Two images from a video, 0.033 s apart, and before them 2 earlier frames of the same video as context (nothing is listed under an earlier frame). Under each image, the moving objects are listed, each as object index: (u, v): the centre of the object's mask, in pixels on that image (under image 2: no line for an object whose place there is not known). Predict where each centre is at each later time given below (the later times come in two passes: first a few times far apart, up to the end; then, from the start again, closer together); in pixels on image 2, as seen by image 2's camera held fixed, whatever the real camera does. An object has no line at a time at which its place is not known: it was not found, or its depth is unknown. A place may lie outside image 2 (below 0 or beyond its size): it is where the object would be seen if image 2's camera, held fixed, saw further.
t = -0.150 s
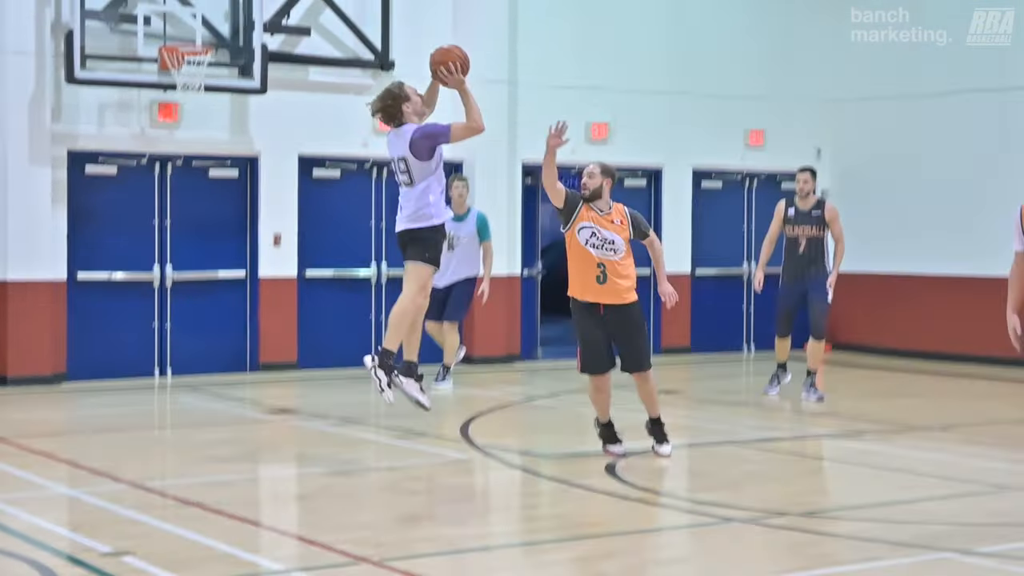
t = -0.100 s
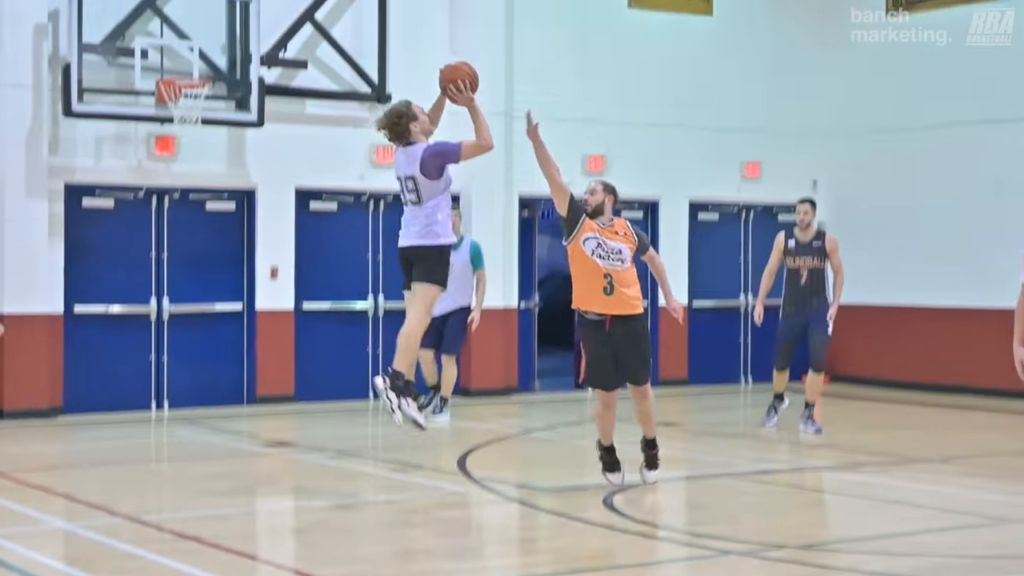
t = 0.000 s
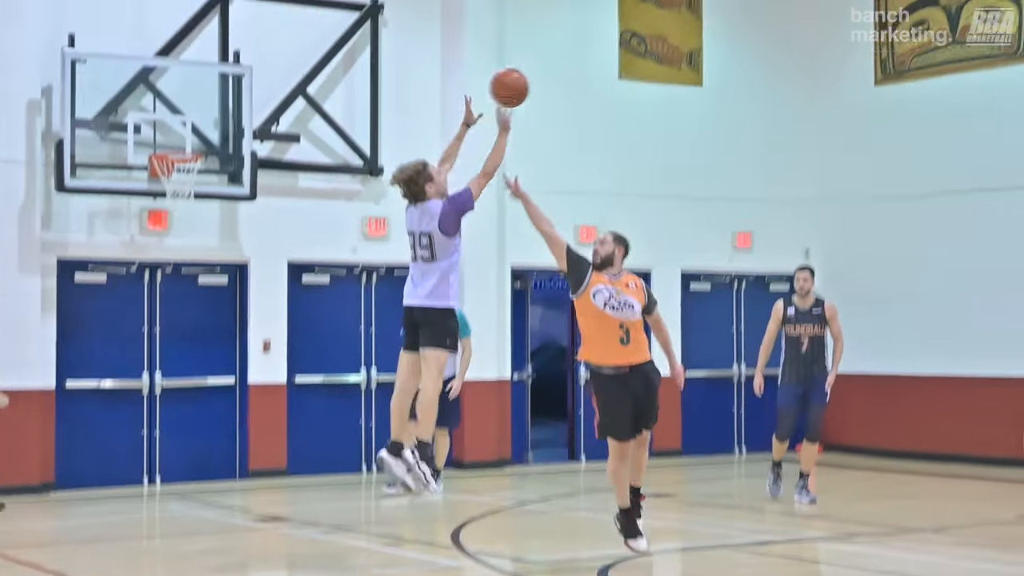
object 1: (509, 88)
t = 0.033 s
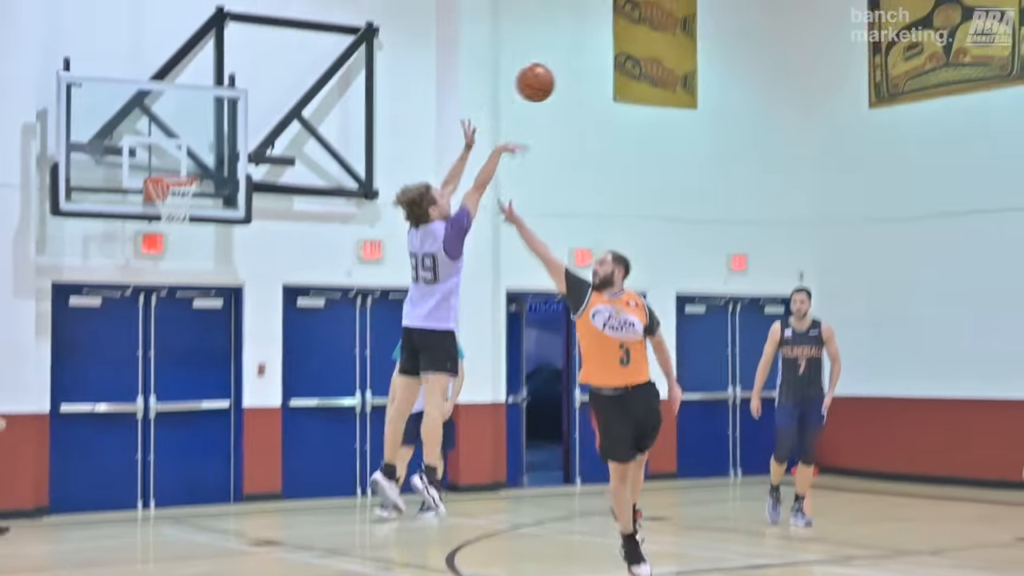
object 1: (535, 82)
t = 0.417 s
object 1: (869, -106)
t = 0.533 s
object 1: (959, -115)
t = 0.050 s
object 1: (550, 69)
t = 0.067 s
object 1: (564, 55)
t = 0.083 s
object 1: (578, 42)
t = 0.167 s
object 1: (657, -16)
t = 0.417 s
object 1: (869, -106)
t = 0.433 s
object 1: (882, -108)
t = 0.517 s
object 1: (946, -114)
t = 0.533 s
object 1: (959, -115)
